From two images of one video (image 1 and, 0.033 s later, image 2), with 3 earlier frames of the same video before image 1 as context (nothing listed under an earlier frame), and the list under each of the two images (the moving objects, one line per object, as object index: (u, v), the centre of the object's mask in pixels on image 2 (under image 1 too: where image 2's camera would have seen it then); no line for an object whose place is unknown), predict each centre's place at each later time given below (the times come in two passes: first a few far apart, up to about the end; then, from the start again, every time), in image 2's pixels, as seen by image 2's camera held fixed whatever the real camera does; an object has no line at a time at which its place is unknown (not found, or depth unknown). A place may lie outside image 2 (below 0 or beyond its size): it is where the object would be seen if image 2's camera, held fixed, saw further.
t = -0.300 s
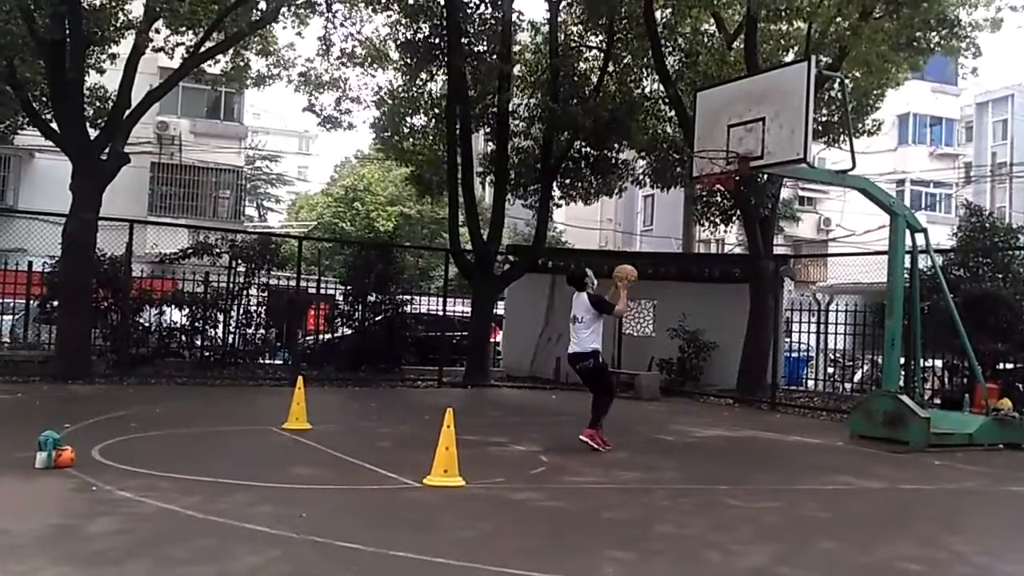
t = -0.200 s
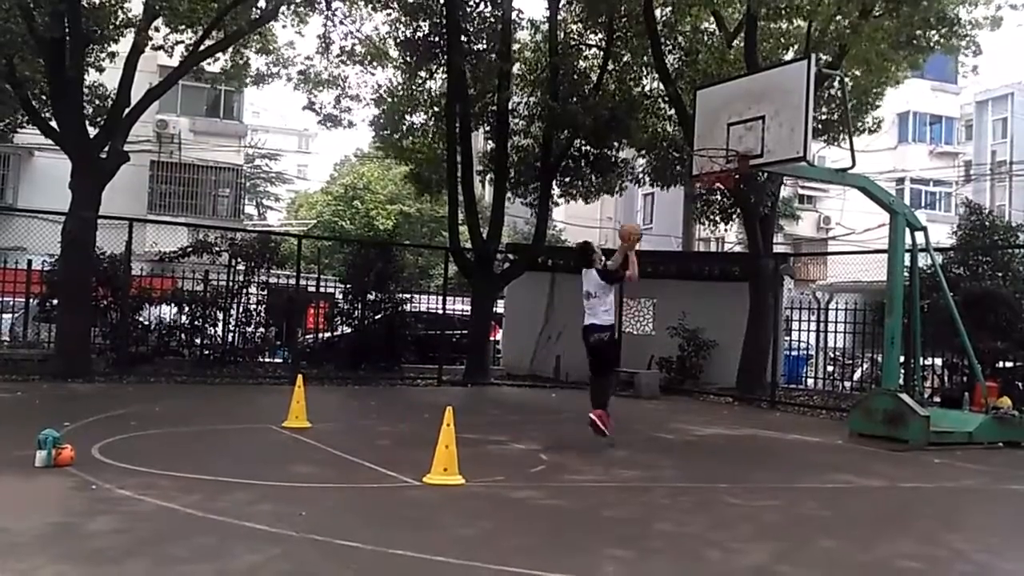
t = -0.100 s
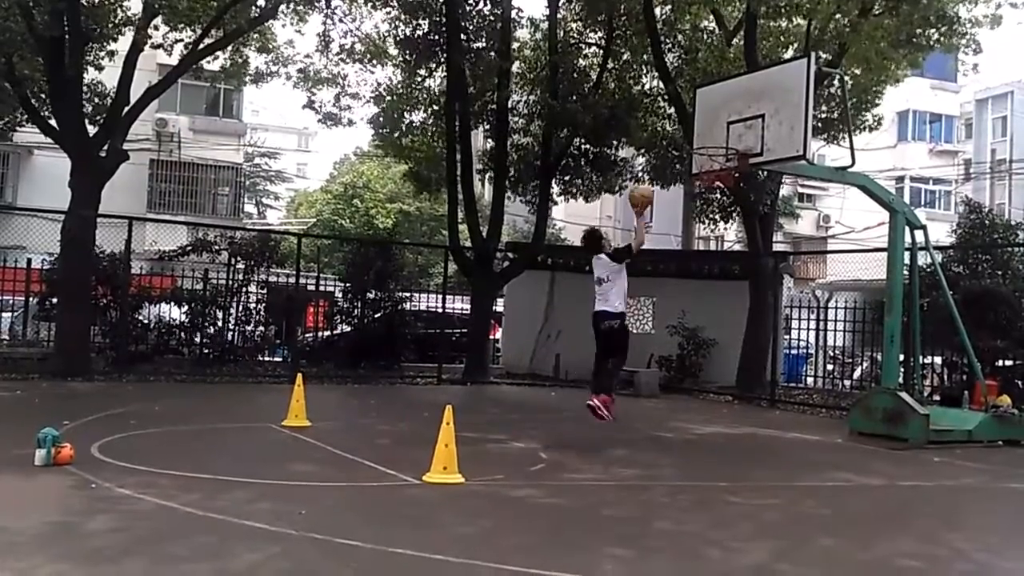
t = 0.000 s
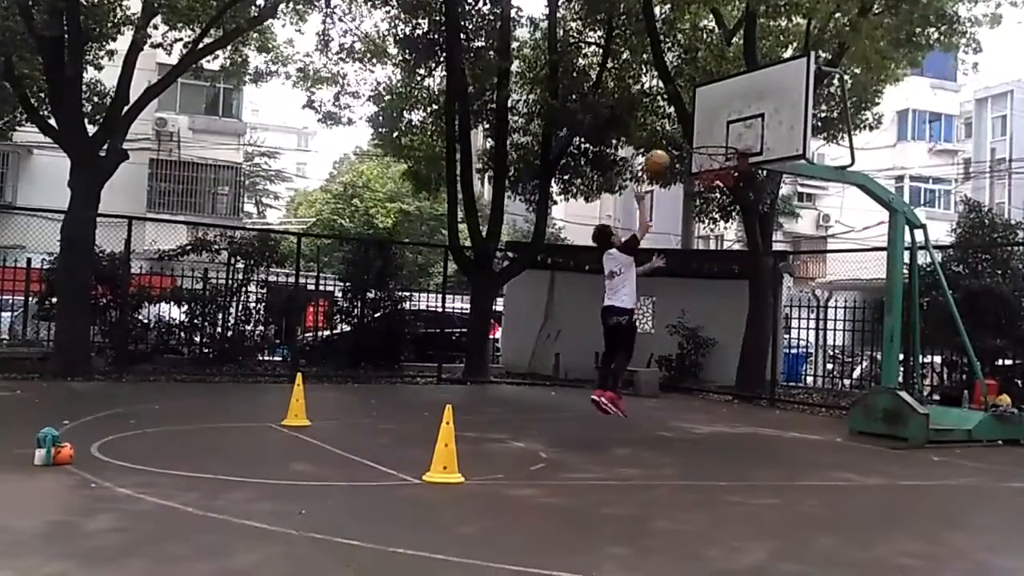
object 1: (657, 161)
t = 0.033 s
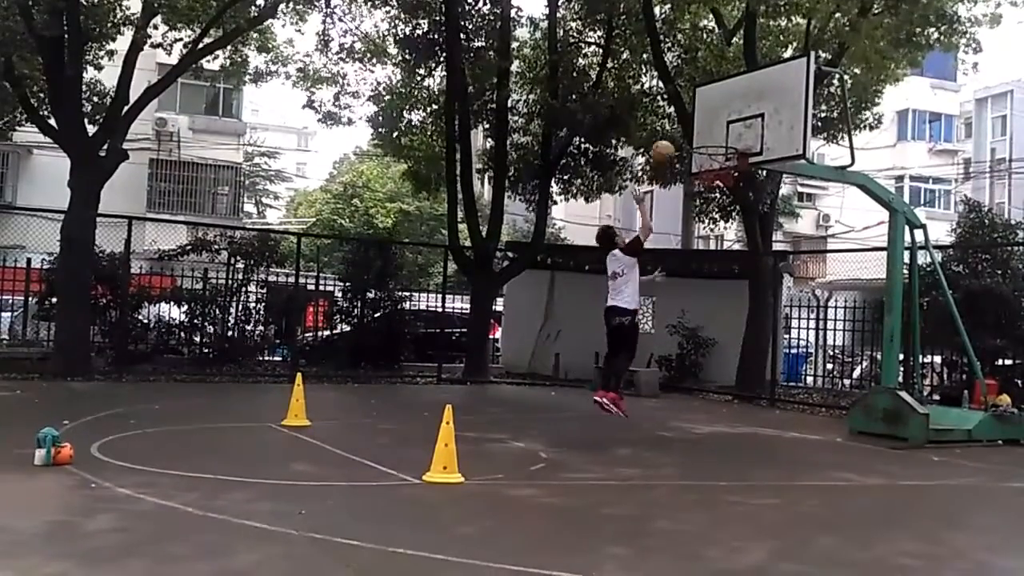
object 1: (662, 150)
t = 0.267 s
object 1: (698, 120)
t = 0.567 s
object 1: (731, 140)
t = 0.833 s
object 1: (705, 158)
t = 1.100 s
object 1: (695, 213)
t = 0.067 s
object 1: (667, 143)
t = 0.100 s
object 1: (674, 138)
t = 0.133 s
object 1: (679, 131)
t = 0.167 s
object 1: (683, 126)
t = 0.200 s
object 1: (688, 124)
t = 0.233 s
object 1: (692, 122)
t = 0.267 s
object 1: (698, 120)
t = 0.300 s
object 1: (703, 120)
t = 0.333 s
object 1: (707, 121)
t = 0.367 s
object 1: (712, 122)
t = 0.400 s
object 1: (717, 126)
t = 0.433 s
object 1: (721, 129)
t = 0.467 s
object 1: (725, 132)
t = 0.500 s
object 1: (732, 140)
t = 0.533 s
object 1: (733, 141)
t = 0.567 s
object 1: (731, 140)
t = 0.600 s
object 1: (726, 137)
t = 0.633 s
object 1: (723, 136)
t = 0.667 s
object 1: (720, 137)
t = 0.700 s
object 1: (718, 139)
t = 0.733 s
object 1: (715, 141)
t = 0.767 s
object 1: (712, 144)
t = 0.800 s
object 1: (708, 153)
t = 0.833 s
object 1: (705, 158)
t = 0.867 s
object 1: (702, 162)
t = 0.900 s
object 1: (701, 166)
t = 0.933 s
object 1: (700, 169)
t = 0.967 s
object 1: (699, 178)
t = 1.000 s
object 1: (699, 186)
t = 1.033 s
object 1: (697, 194)
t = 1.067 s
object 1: (696, 203)
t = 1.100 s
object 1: (695, 213)
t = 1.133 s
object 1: (694, 224)
